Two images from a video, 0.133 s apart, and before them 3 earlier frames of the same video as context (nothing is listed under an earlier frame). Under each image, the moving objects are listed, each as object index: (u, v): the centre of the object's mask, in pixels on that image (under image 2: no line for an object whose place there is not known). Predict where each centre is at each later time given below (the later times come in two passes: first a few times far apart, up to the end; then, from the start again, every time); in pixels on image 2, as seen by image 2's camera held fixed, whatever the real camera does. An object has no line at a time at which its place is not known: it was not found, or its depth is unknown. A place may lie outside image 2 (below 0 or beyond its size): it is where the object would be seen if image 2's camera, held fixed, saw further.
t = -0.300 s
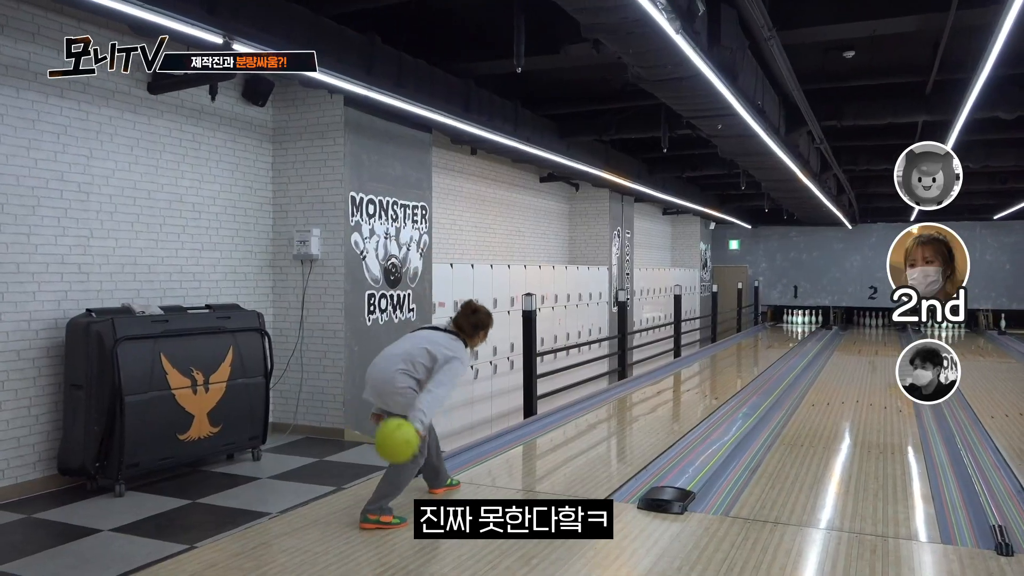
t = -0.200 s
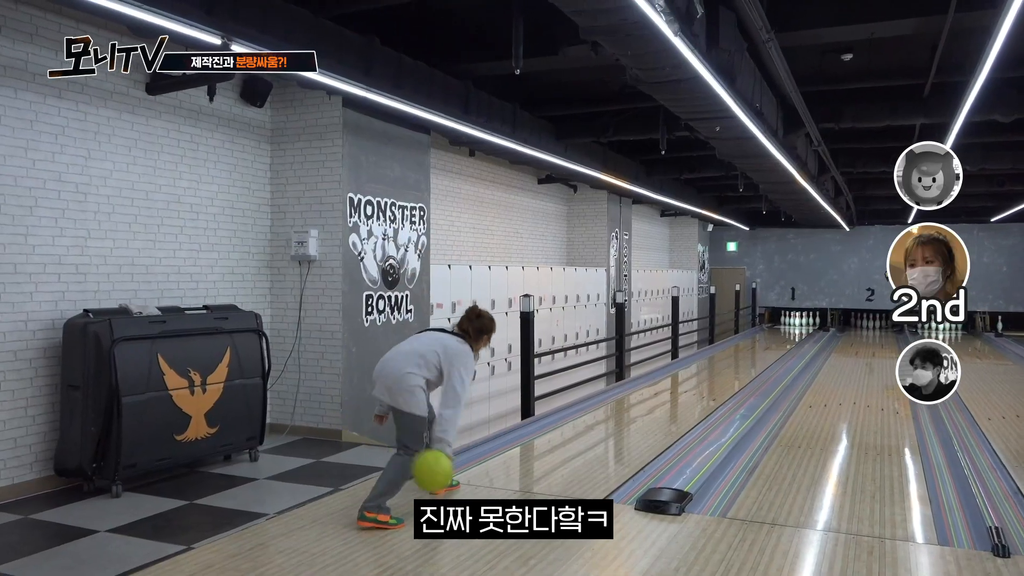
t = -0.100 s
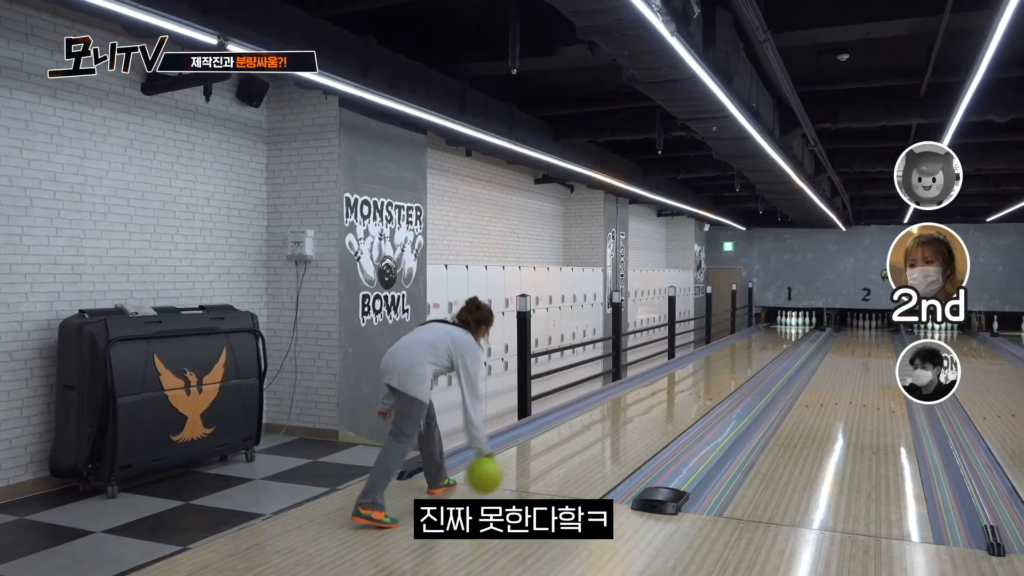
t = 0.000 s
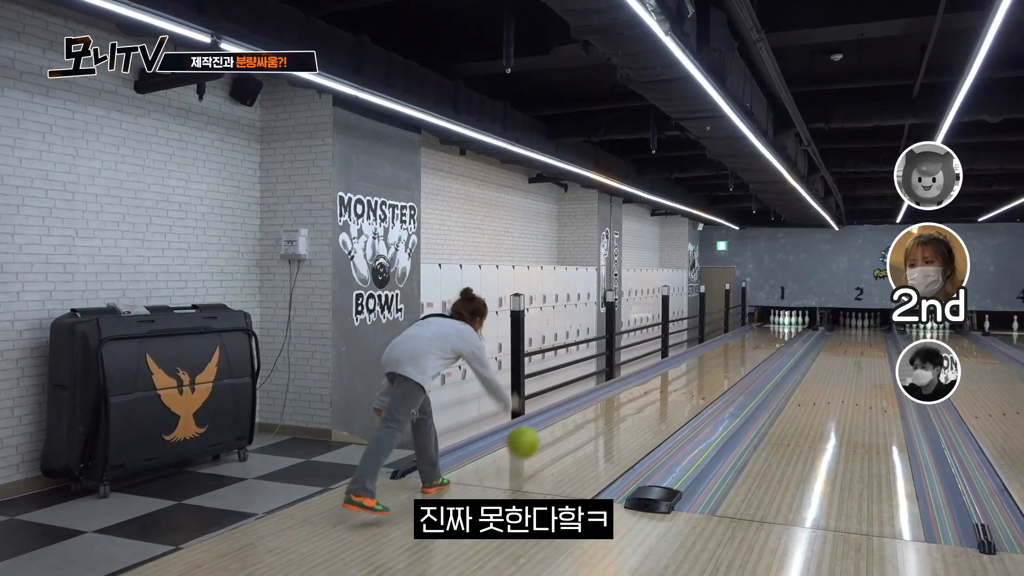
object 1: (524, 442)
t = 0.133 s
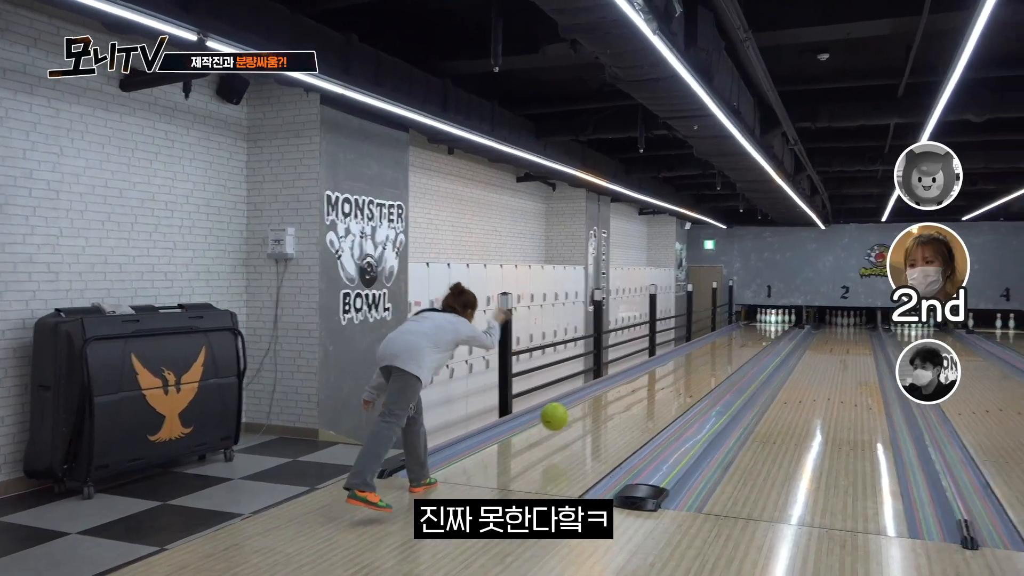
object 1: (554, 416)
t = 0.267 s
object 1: (586, 414)
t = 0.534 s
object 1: (633, 387)
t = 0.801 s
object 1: (666, 370)
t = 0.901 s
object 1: (675, 365)
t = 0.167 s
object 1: (563, 415)
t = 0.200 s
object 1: (572, 414)
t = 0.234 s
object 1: (580, 415)
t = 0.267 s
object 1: (586, 414)
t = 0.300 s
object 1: (593, 410)
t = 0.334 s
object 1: (599, 407)
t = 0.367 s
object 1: (606, 403)
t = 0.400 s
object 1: (612, 399)
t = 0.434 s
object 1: (618, 396)
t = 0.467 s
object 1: (623, 393)
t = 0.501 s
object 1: (628, 390)
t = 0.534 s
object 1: (633, 387)
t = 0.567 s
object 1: (638, 385)
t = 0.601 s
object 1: (643, 383)
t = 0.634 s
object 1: (647, 380)
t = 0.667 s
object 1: (651, 378)
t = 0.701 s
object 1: (655, 376)
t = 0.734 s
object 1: (658, 374)
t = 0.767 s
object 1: (662, 372)
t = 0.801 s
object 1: (666, 370)
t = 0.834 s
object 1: (669, 368)
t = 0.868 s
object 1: (672, 367)
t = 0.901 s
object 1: (675, 365)
